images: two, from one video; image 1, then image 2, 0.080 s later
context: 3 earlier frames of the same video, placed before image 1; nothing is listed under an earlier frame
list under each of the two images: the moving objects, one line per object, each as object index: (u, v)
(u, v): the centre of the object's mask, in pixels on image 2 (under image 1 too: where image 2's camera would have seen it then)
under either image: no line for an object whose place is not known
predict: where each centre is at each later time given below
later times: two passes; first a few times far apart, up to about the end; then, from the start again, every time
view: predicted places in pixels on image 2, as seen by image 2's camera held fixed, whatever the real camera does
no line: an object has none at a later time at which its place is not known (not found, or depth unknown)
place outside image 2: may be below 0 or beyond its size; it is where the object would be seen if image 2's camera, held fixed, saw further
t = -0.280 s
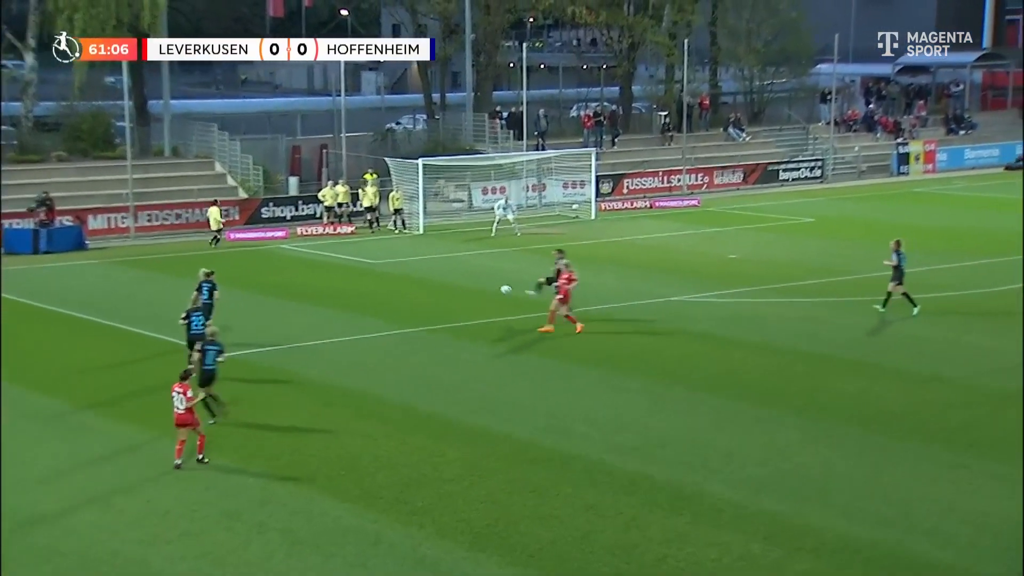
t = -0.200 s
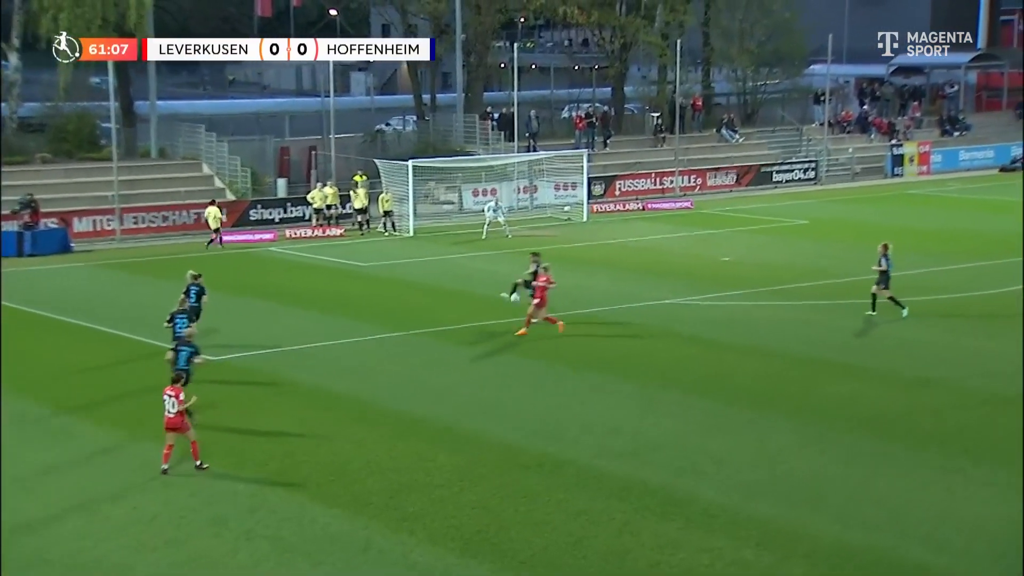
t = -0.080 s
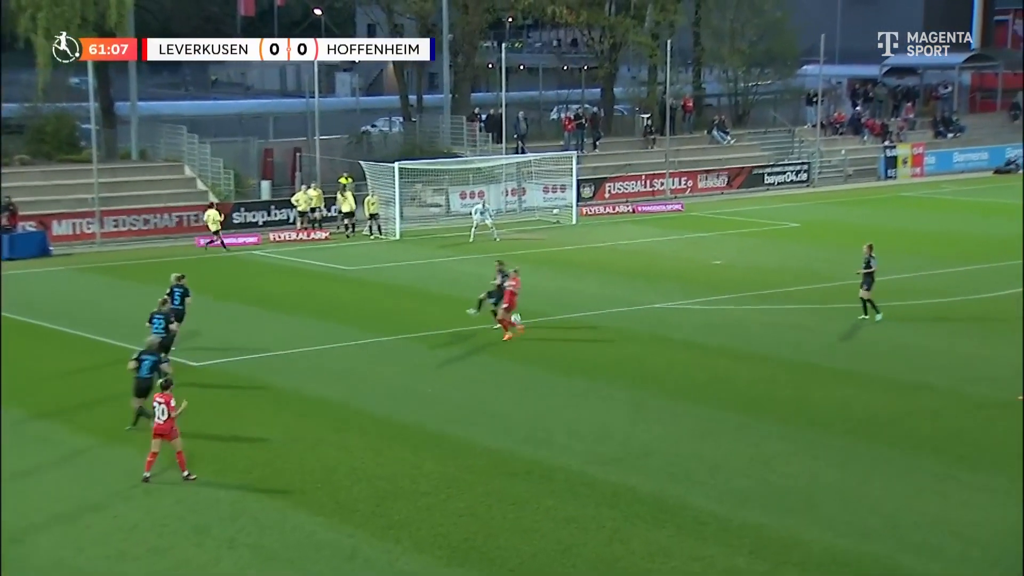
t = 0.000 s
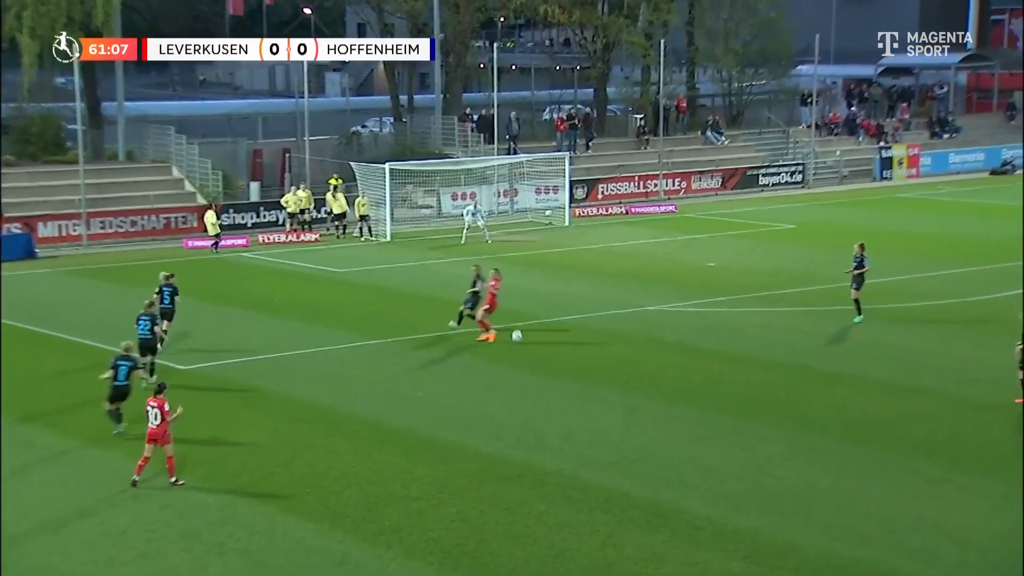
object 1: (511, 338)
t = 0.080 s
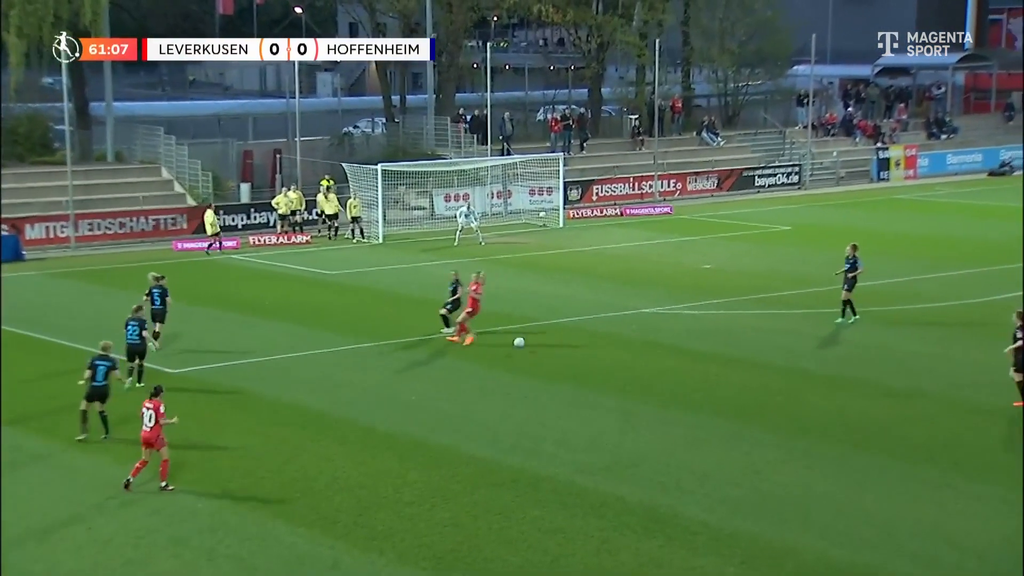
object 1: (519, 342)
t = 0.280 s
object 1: (539, 342)
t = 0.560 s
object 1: (573, 372)
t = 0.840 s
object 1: (599, 375)
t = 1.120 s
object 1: (625, 397)
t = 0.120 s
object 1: (523, 341)
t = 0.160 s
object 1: (527, 340)
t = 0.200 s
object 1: (531, 340)
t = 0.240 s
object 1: (535, 340)
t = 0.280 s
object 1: (539, 342)
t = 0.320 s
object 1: (544, 344)
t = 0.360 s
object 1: (548, 347)
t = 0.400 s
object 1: (553, 350)
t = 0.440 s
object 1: (557, 354)
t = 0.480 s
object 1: (562, 359)
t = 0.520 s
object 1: (567, 365)
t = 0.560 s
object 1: (573, 372)
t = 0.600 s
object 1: (577, 378)
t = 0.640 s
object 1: (581, 375)
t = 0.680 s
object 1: (585, 373)
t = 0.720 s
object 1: (588, 373)
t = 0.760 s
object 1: (592, 373)
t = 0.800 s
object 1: (595, 374)
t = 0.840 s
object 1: (599, 375)
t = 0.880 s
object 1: (603, 378)
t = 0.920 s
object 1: (607, 381)
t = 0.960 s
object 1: (611, 385)
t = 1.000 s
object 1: (615, 390)
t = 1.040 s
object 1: (619, 396)
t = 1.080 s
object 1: (622, 397)
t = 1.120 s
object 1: (625, 397)
